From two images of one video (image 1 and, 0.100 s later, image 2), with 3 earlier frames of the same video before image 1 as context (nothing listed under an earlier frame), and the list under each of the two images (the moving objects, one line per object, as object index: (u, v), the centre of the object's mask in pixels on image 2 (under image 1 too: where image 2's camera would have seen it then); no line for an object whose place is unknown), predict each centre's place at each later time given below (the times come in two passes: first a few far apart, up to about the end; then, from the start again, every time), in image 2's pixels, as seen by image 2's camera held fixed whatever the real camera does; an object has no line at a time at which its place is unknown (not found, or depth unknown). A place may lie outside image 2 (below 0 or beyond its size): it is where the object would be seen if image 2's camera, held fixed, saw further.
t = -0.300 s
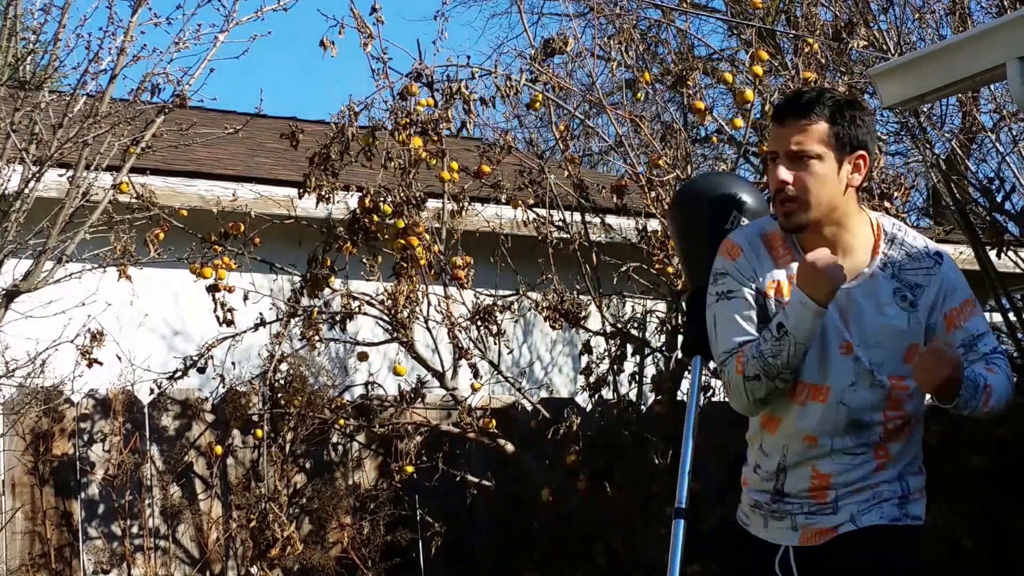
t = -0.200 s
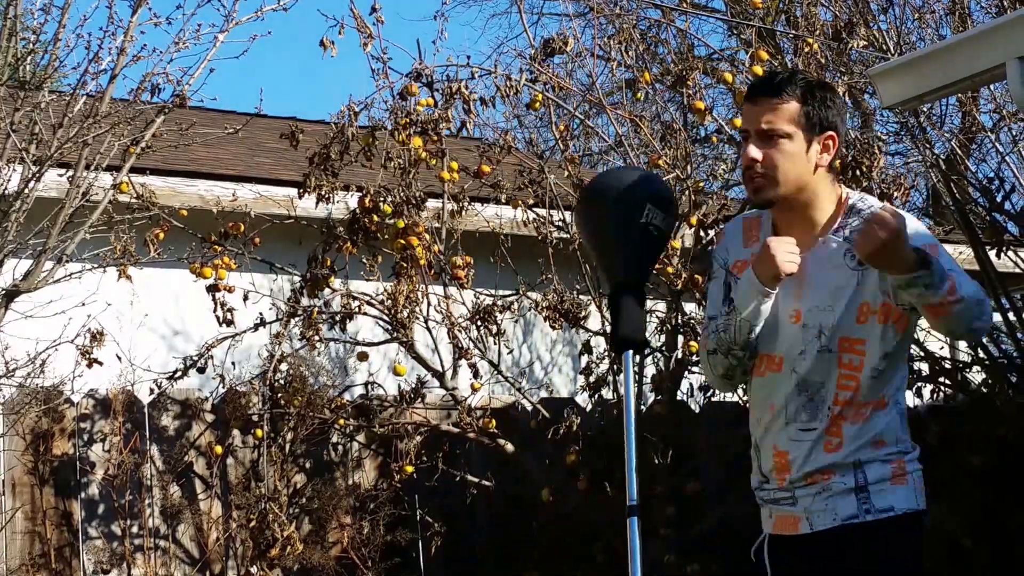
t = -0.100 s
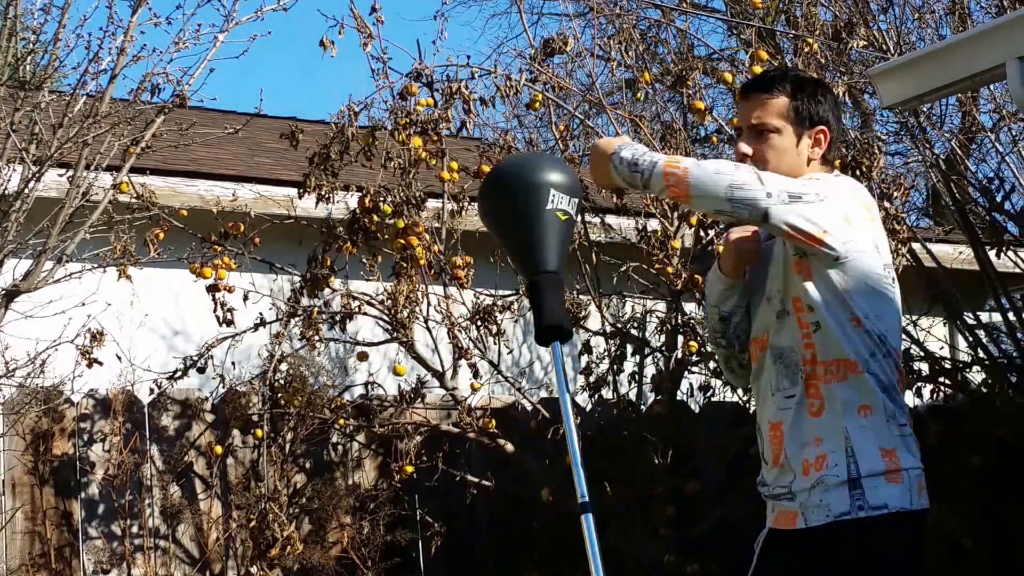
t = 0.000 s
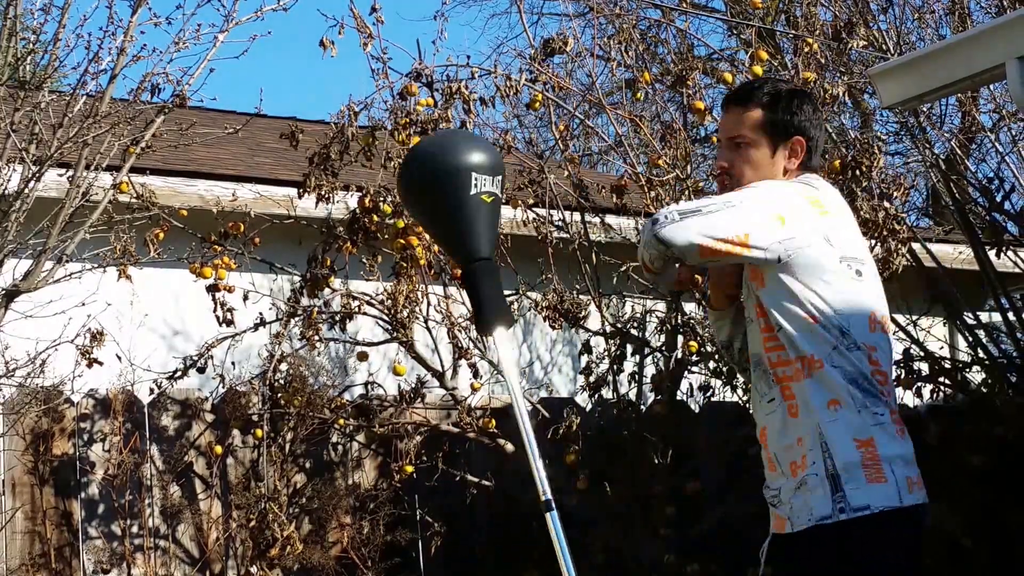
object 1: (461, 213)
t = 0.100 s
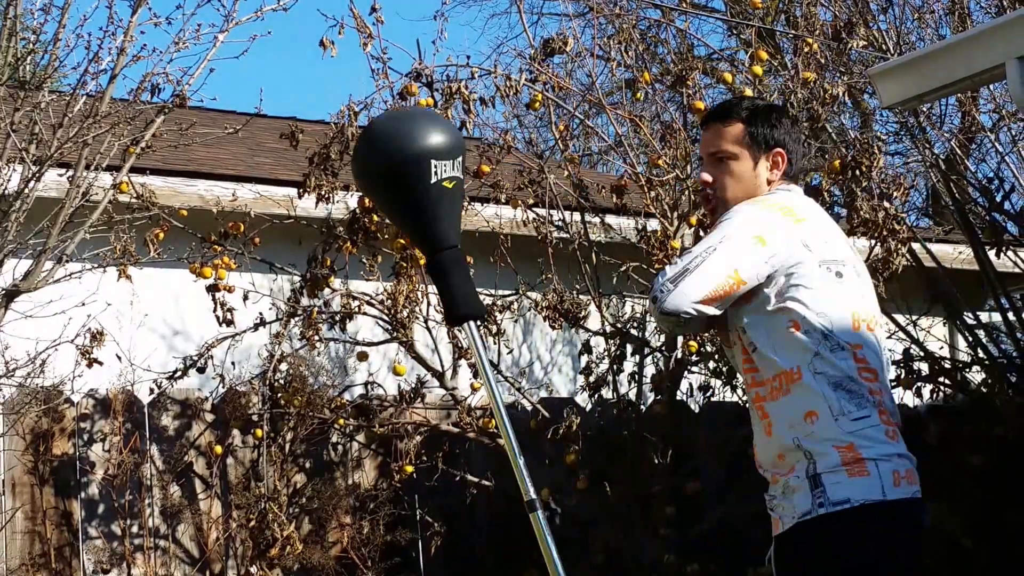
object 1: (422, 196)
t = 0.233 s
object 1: (441, 176)
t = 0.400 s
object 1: (564, 154)
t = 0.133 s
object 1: (419, 191)
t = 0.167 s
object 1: (421, 186)
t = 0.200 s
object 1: (429, 181)
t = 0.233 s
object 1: (441, 176)
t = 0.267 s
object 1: (459, 172)
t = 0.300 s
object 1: (481, 167)
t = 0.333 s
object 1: (506, 162)
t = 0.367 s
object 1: (534, 158)
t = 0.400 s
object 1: (564, 154)
